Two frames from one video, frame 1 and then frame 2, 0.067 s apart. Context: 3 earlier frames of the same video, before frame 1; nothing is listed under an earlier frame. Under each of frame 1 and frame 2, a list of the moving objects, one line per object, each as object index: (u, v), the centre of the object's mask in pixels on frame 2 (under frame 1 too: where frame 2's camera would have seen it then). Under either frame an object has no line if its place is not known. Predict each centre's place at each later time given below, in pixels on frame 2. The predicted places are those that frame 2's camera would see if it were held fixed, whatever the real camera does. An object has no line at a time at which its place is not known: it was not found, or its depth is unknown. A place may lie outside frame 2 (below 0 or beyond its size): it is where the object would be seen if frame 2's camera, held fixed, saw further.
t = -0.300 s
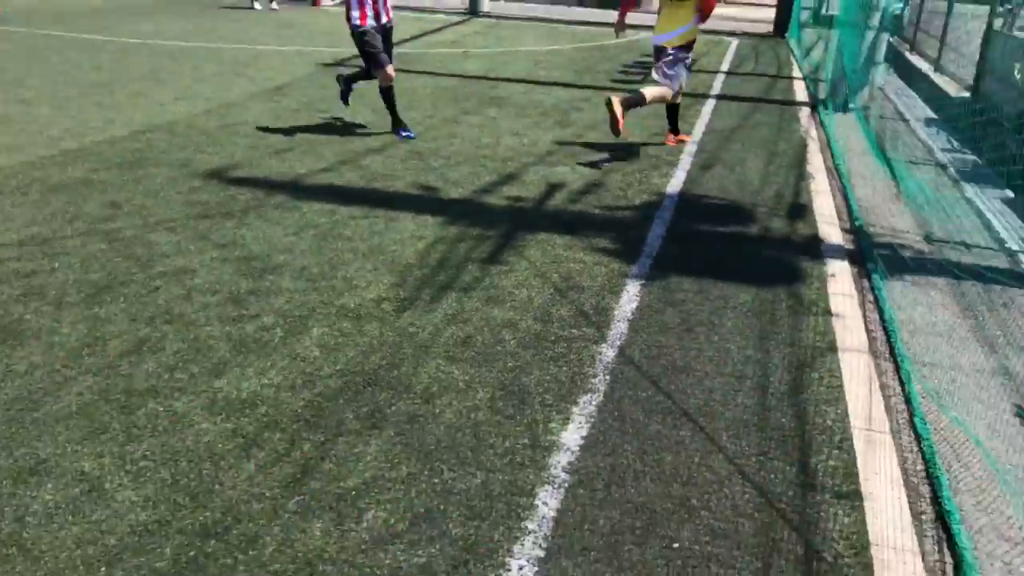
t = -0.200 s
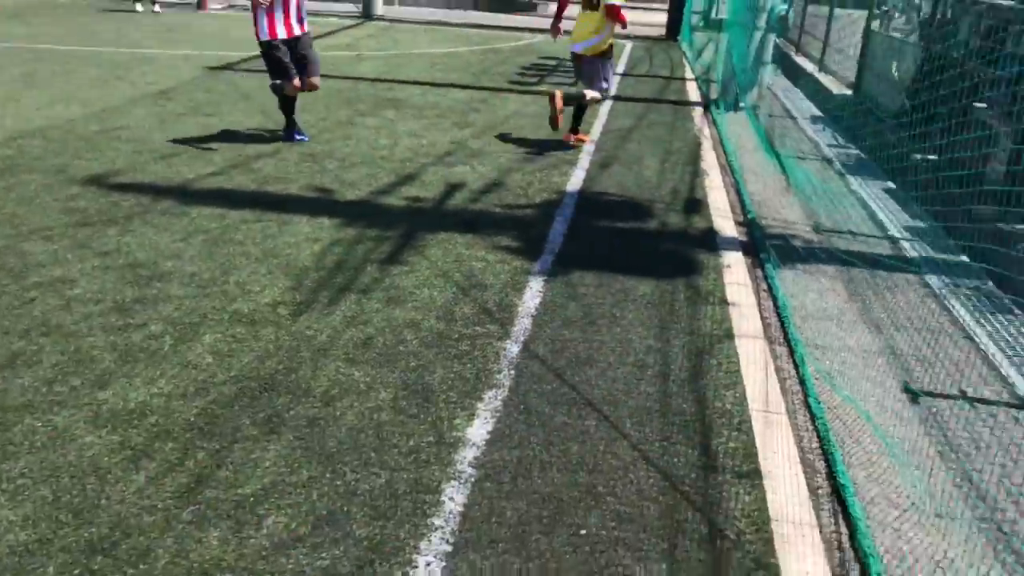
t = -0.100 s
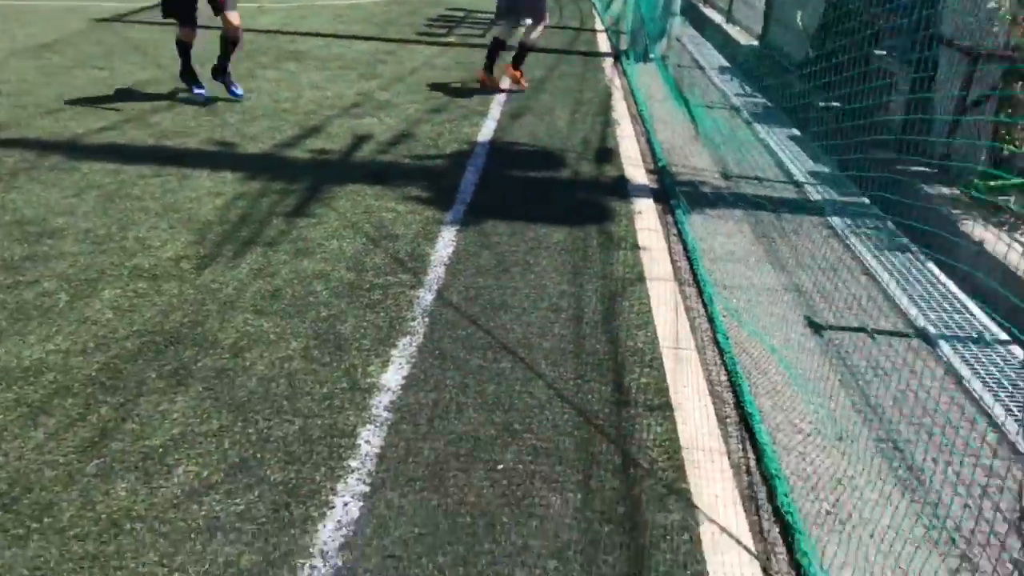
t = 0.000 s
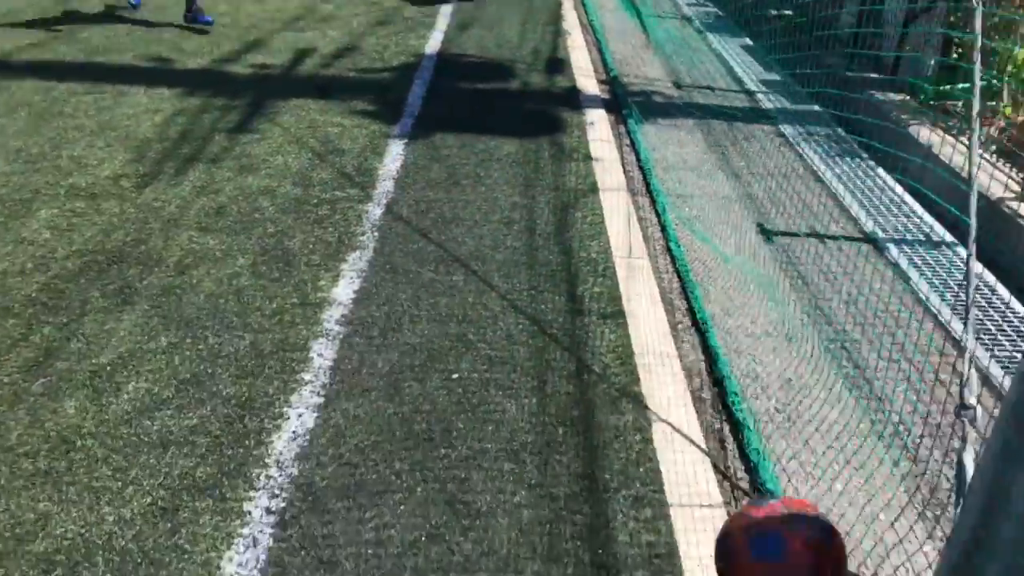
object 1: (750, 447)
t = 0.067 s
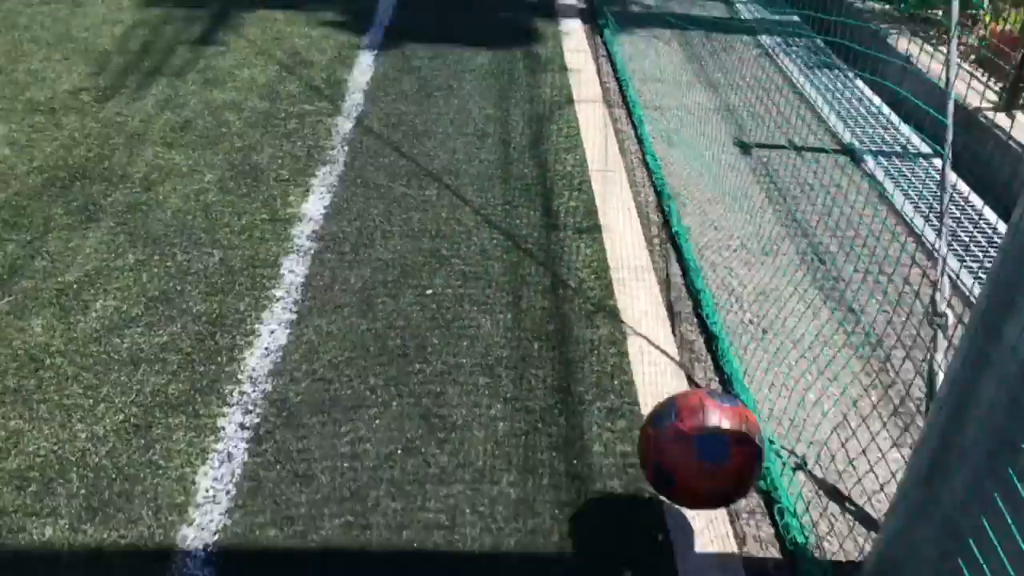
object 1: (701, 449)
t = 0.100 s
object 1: (675, 447)
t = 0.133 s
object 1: (649, 450)
